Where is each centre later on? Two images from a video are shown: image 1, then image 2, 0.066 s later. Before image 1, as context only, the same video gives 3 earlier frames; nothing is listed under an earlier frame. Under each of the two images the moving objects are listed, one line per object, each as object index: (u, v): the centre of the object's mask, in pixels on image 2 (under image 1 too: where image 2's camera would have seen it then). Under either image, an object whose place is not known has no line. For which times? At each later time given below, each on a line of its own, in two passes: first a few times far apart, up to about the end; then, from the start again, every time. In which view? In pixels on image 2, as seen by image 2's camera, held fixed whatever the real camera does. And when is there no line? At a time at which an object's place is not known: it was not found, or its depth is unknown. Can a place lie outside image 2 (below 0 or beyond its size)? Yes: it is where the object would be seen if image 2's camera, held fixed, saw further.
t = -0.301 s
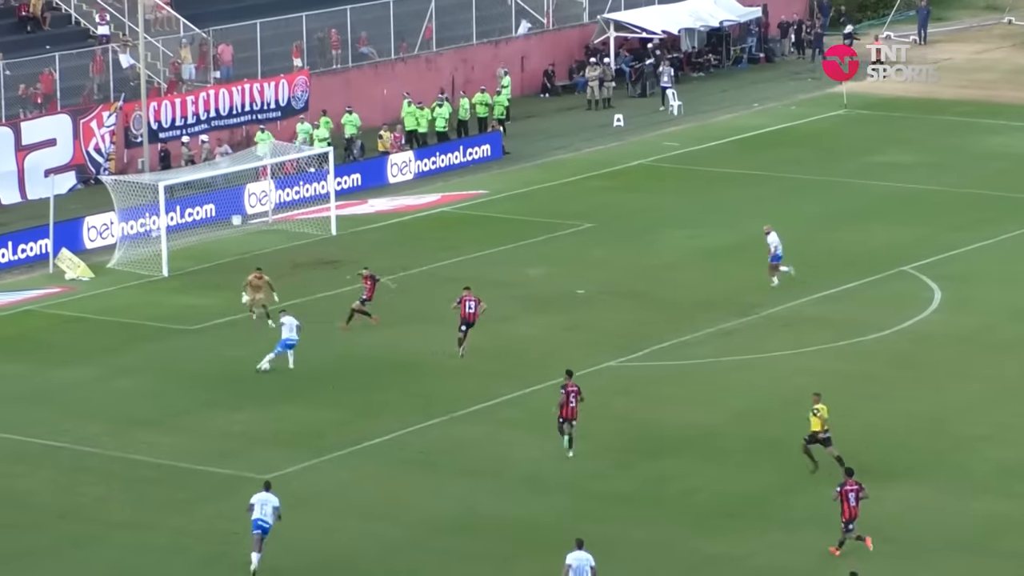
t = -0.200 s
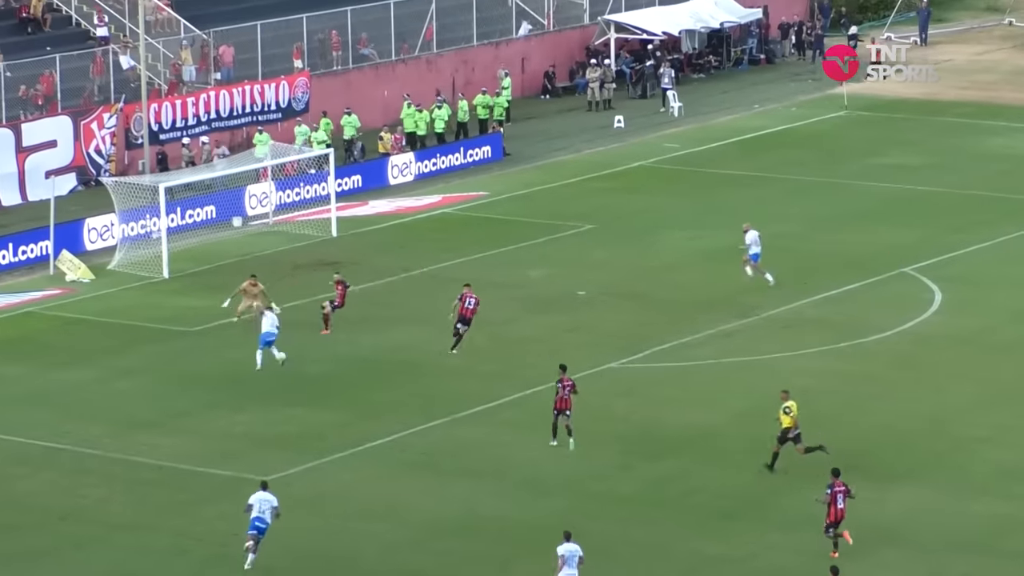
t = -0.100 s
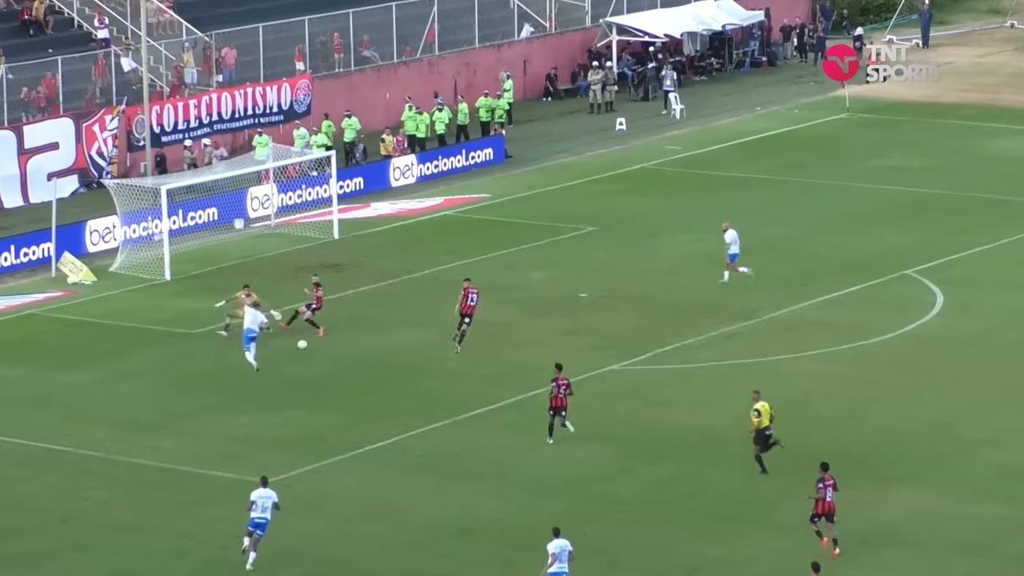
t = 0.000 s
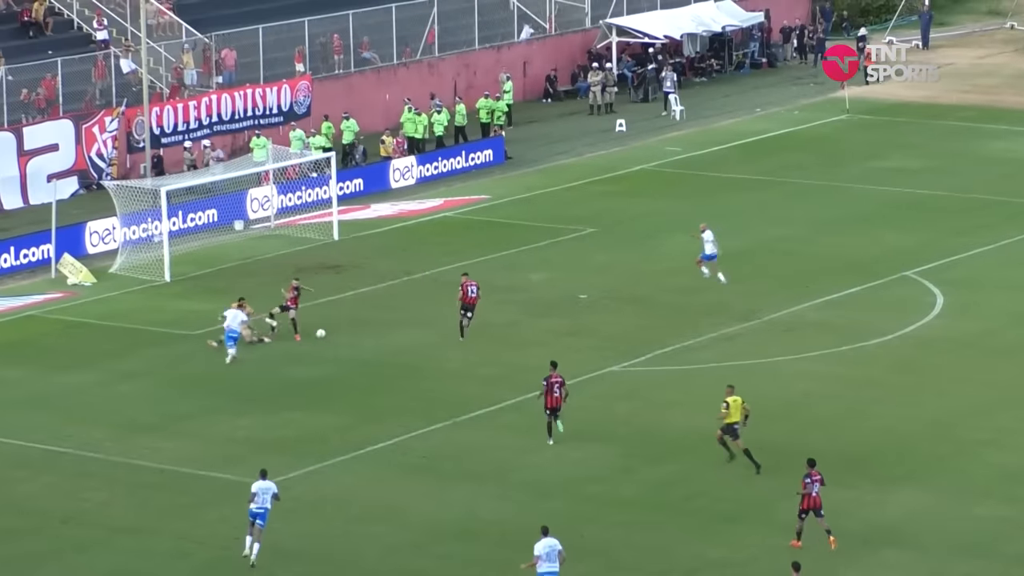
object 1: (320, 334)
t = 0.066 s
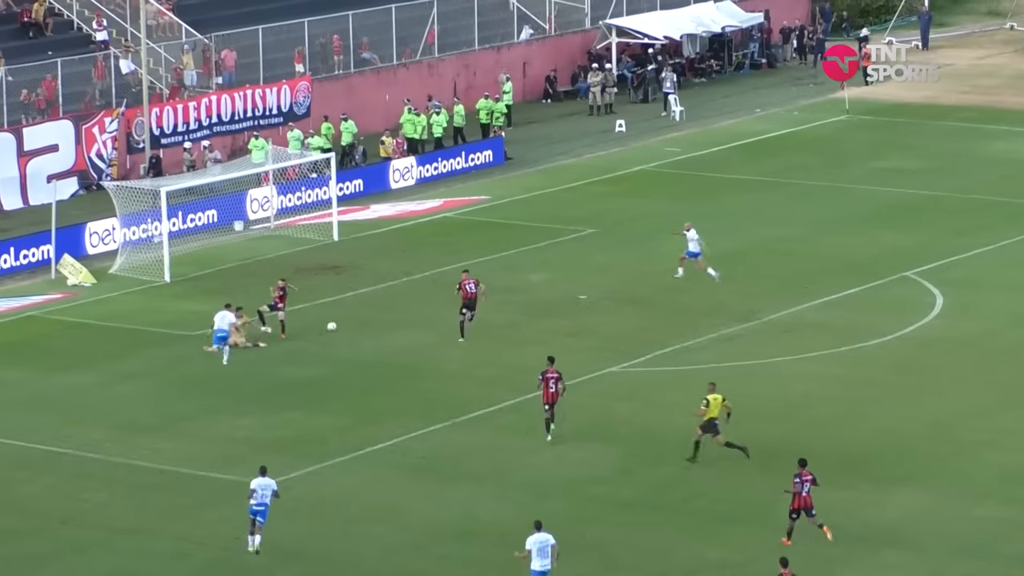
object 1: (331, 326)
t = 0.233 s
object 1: (356, 309)
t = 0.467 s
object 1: (384, 287)
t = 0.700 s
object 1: (410, 270)
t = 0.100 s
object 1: (337, 322)
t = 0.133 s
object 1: (342, 318)
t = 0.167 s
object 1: (346, 315)
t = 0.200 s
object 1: (351, 312)
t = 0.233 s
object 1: (356, 309)
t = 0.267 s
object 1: (361, 306)
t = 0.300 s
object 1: (365, 302)
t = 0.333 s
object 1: (369, 300)
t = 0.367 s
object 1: (373, 296)
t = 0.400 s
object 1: (377, 293)
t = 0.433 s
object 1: (381, 290)
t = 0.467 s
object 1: (384, 287)
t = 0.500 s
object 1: (388, 285)
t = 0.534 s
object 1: (392, 283)
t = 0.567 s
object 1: (396, 282)
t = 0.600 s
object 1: (399, 278)
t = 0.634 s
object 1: (403, 275)
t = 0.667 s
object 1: (406, 272)
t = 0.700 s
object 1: (410, 270)
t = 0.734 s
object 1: (413, 268)
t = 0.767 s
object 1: (416, 266)
